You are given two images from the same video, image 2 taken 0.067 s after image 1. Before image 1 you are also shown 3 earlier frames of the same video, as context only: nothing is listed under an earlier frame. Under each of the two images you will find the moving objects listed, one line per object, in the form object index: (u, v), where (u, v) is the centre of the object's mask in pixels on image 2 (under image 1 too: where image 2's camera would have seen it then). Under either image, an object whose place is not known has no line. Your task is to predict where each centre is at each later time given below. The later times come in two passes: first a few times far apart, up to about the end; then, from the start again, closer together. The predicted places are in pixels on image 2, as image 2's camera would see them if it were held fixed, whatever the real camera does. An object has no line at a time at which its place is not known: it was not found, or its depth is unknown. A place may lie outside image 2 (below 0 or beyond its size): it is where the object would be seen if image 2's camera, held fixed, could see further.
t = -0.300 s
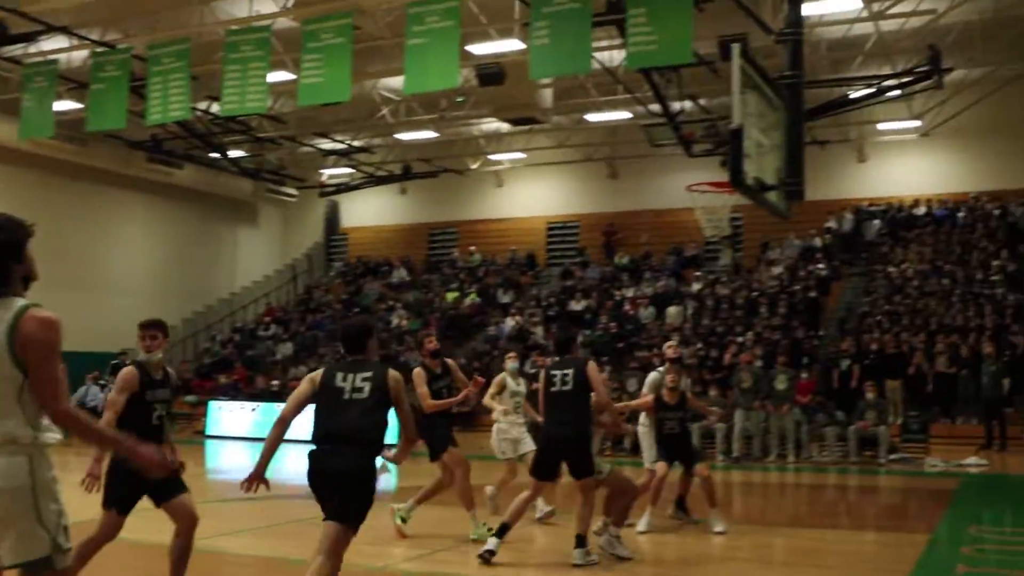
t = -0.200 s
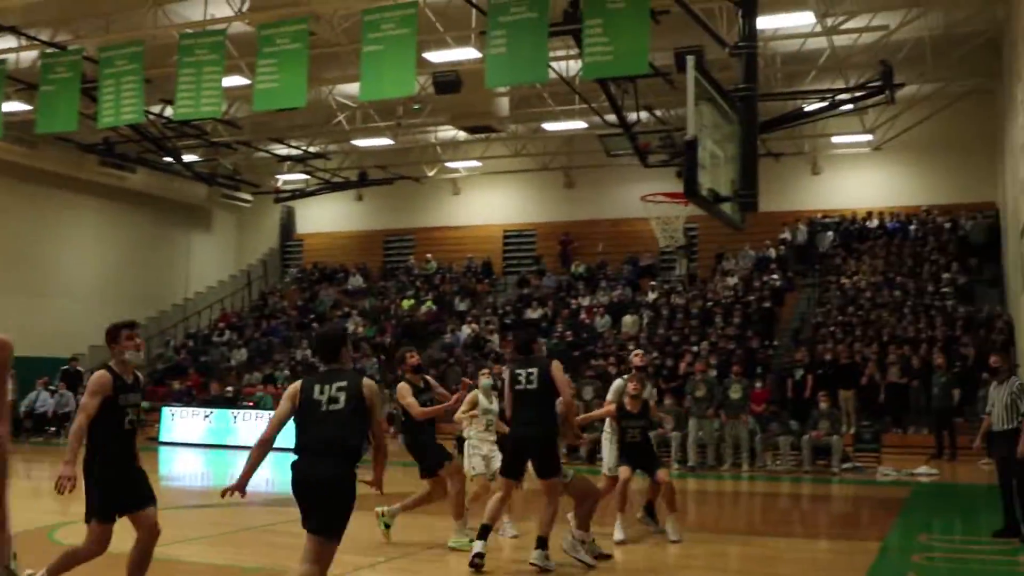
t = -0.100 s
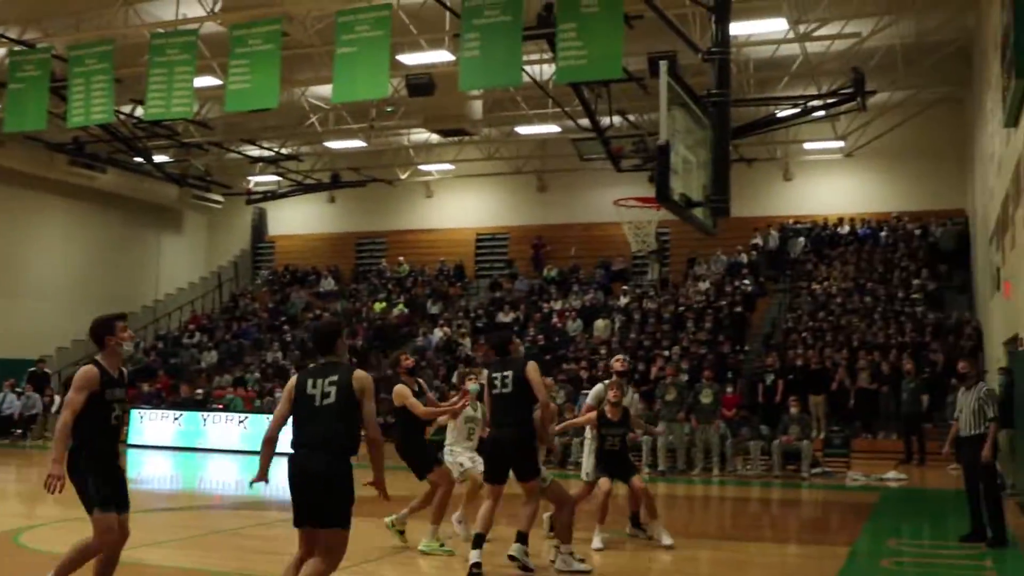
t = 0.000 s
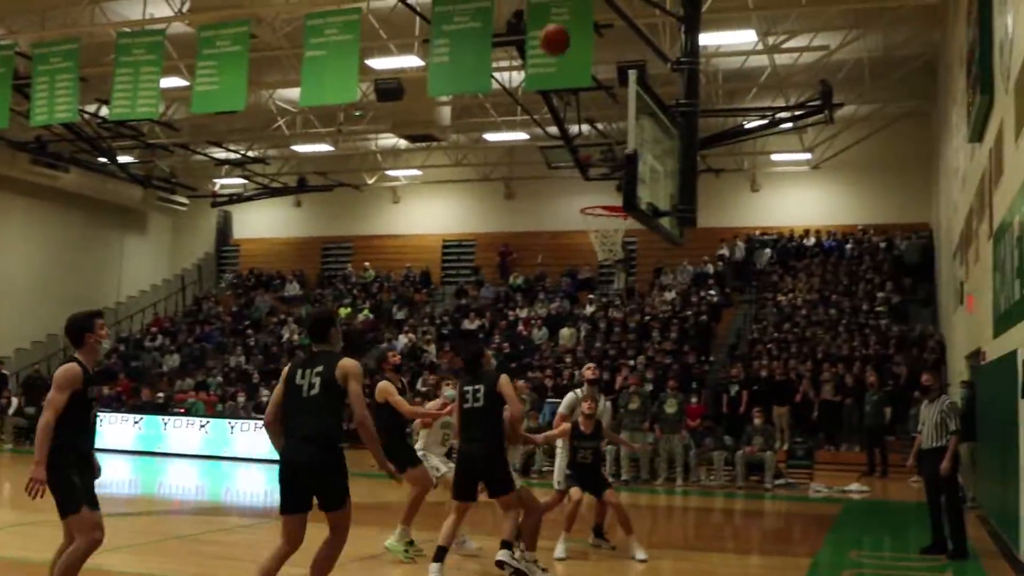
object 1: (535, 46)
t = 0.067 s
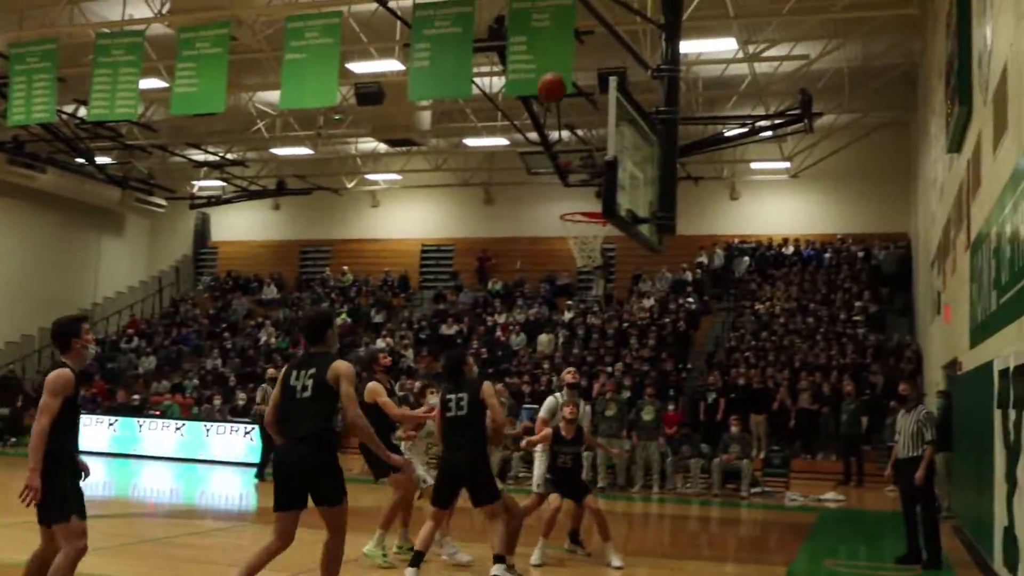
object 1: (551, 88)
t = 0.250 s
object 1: (583, 222)
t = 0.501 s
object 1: (596, 245)
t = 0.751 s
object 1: (583, 288)
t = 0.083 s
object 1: (555, 100)
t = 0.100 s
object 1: (559, 111)
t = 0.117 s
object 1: (563, 122)
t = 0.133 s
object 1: (567, 134)
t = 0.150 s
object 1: (568, 146)
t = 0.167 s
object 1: (571, 159)
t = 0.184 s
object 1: (573, 171)
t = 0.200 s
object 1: (575, 181)
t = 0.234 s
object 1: (580, 208)
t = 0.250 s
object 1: (583, 222)
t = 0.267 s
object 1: (586, 234)
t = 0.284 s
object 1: (589, 243)
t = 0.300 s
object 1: (587, 244)
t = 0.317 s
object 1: (591, 249)
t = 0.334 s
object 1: (590, 254)
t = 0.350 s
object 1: (591, 252)
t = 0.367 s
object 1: (593, 248)
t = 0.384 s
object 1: (595, 240)
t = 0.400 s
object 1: (593, 243)
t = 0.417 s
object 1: (593, 244)
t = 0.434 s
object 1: (599, 244)
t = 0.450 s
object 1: (596, 245)
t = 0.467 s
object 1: (595, 244)
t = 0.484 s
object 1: (598, 245)
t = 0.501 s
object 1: (596, 245)
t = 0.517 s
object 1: (594, 246)
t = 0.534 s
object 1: (593, 247)
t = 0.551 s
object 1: (592, 250)
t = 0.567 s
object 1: (590, 252)
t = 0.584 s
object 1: (590, 255)
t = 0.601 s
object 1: (588, 256)
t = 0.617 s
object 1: (587, 255)
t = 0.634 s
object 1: (587, 260)
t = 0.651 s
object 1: (586, 262)
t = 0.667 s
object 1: (584, 271)
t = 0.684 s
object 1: (584, 273)
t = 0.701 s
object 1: (582, 277)
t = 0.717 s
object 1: (582, 280)
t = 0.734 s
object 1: (582, 284)
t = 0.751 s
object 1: (583, 288)
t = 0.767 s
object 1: (583, 293)
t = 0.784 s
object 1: (581, 300)
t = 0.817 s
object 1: (583, 312)
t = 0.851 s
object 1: (580, 326)
